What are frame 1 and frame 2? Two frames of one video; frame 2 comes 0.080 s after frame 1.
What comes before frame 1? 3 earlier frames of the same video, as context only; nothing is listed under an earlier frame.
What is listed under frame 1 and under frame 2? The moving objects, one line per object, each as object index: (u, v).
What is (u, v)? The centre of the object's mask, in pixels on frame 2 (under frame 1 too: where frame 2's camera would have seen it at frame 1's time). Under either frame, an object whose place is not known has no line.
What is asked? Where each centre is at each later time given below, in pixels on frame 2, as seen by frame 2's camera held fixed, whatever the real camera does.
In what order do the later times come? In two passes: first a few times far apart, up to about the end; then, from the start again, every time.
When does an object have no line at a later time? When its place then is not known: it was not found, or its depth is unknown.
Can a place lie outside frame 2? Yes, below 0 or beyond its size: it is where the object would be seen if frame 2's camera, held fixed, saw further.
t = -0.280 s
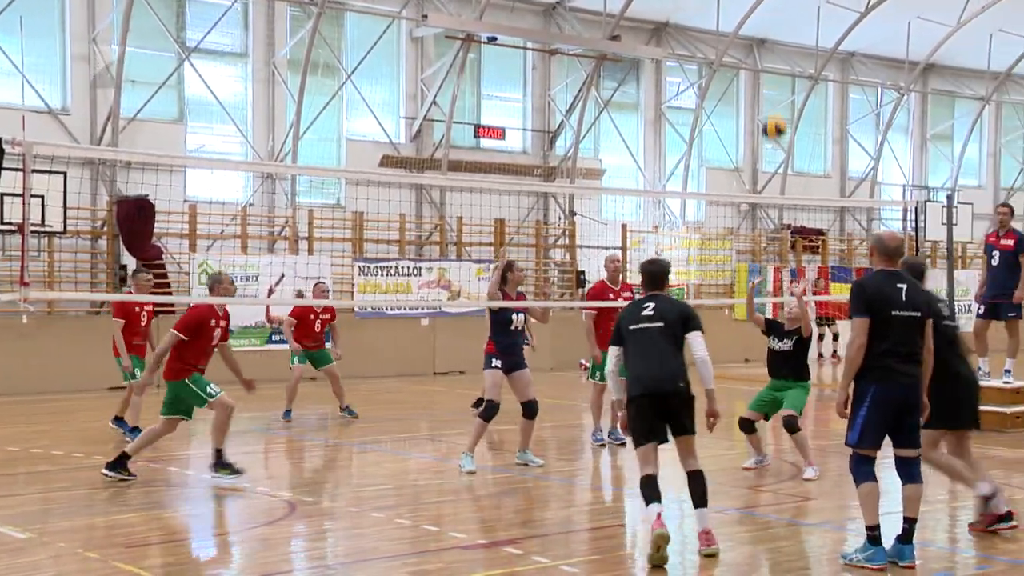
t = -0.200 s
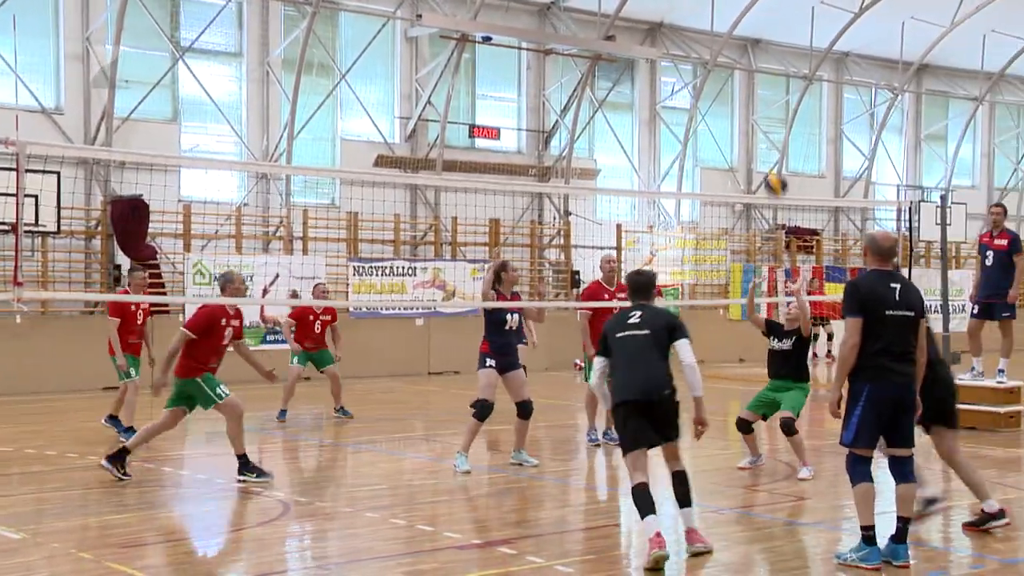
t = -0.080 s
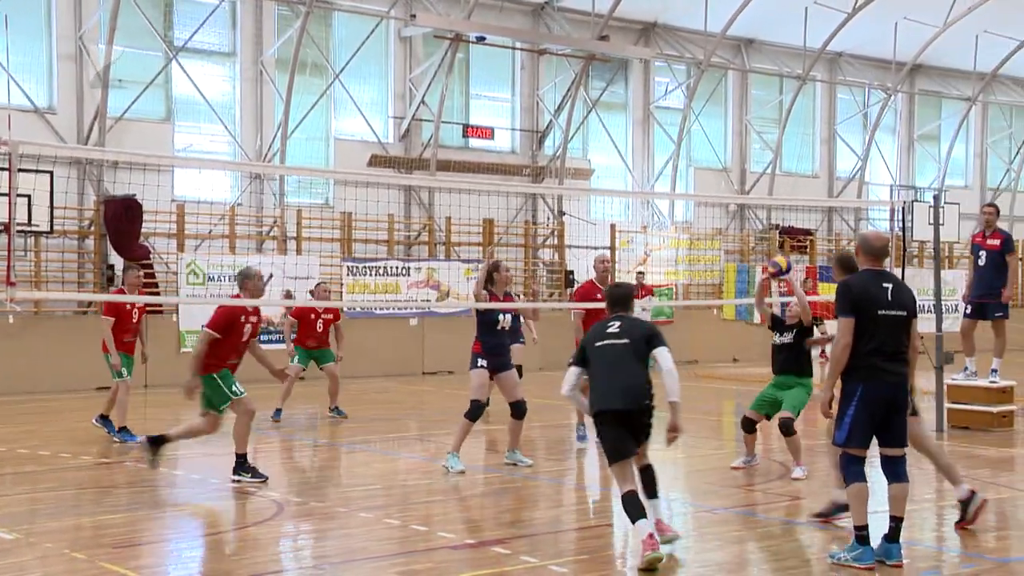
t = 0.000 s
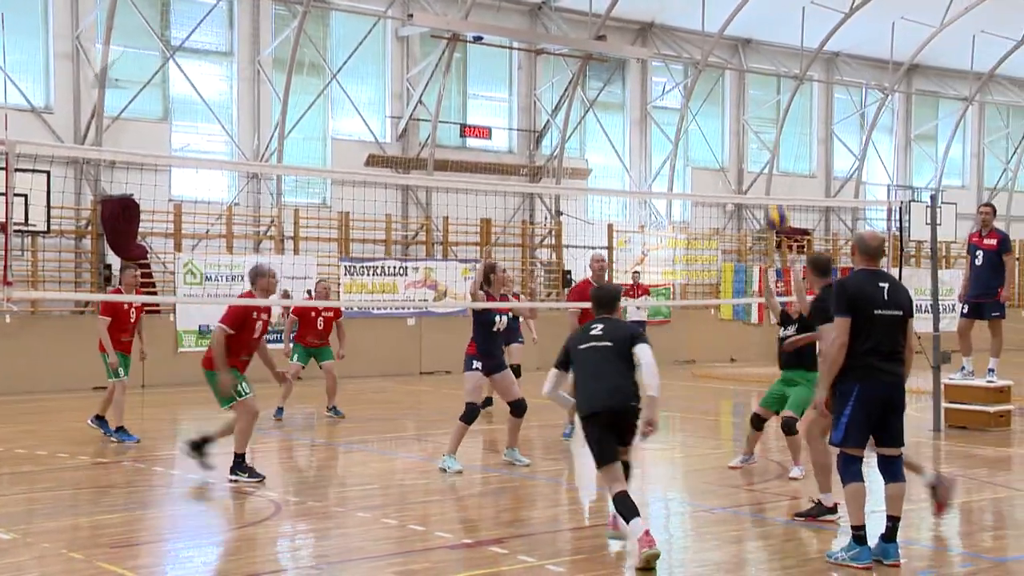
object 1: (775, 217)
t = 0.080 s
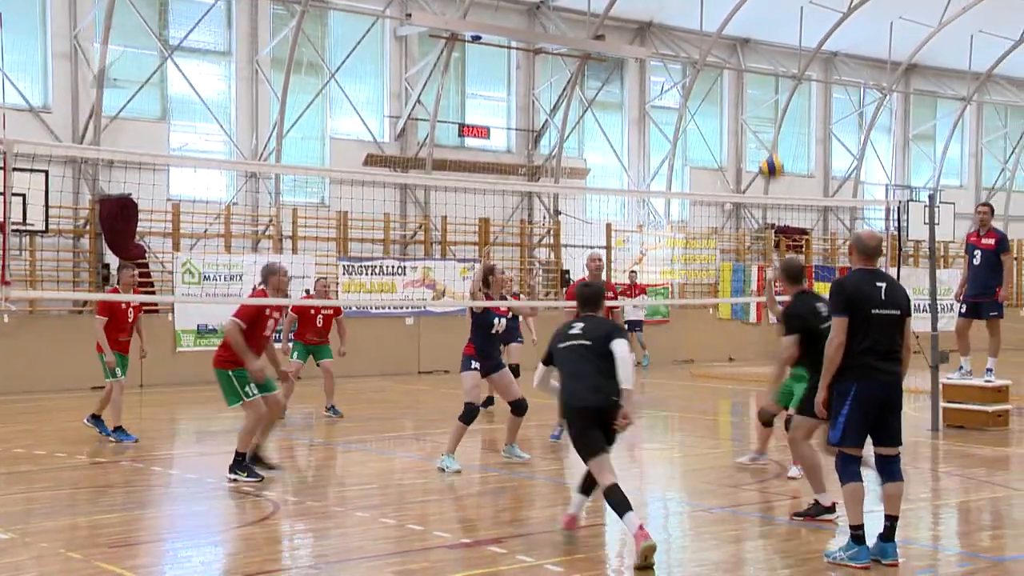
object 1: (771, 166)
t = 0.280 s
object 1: (759, 71)
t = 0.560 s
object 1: (739, 18)
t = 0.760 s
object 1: (724, 38)
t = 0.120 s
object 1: (768, 144)
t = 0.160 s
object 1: (766, 123)
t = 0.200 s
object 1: (765, 104)
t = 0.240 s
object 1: (762, 87)
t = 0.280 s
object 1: (759, 71)
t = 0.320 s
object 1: (756, 57)
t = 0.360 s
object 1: (753, 47)
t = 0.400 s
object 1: (751, 37)
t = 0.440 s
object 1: (748, 29)
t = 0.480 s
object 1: (745, 24)
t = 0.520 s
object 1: (742, 20)
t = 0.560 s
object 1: (739, 18)
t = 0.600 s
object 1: (737, 18)
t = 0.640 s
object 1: (734, 20)
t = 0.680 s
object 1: (731, 24)
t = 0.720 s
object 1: (728, 30)
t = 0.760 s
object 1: (724, 38)
